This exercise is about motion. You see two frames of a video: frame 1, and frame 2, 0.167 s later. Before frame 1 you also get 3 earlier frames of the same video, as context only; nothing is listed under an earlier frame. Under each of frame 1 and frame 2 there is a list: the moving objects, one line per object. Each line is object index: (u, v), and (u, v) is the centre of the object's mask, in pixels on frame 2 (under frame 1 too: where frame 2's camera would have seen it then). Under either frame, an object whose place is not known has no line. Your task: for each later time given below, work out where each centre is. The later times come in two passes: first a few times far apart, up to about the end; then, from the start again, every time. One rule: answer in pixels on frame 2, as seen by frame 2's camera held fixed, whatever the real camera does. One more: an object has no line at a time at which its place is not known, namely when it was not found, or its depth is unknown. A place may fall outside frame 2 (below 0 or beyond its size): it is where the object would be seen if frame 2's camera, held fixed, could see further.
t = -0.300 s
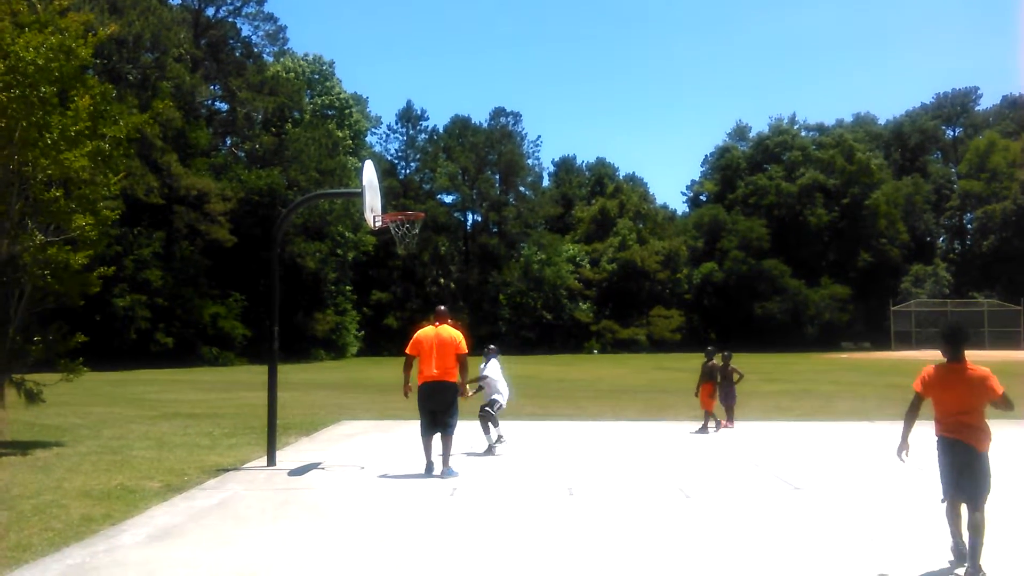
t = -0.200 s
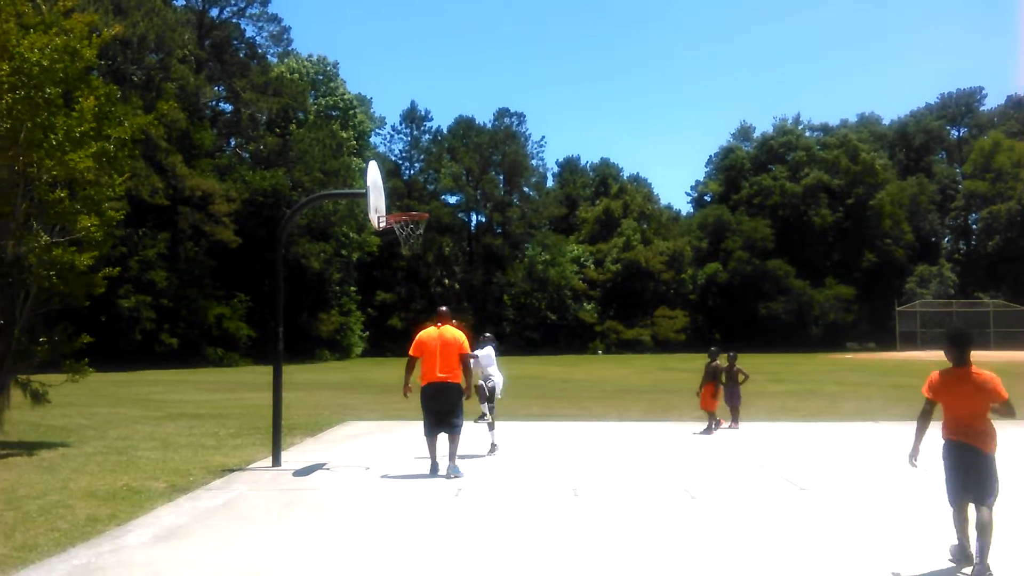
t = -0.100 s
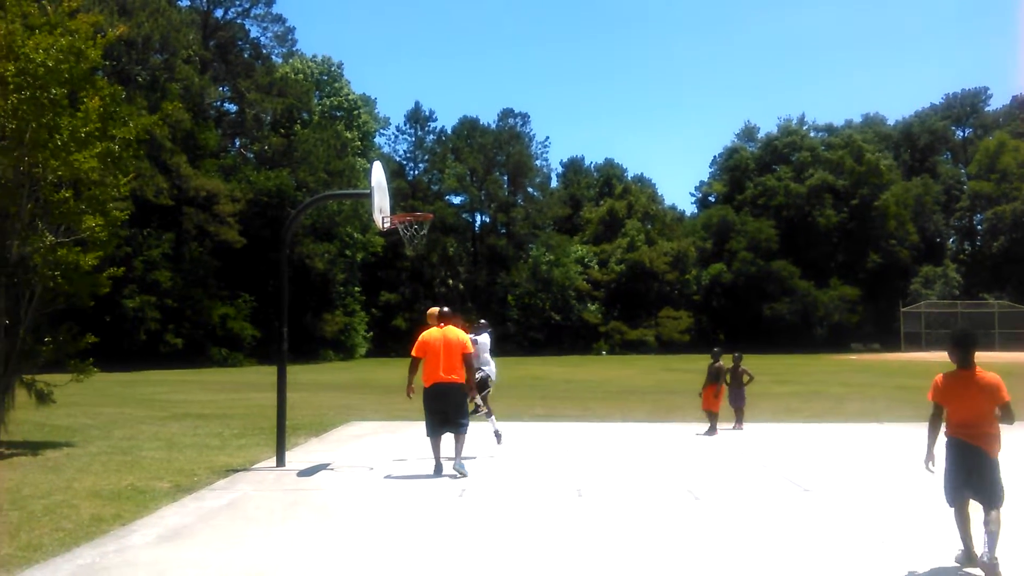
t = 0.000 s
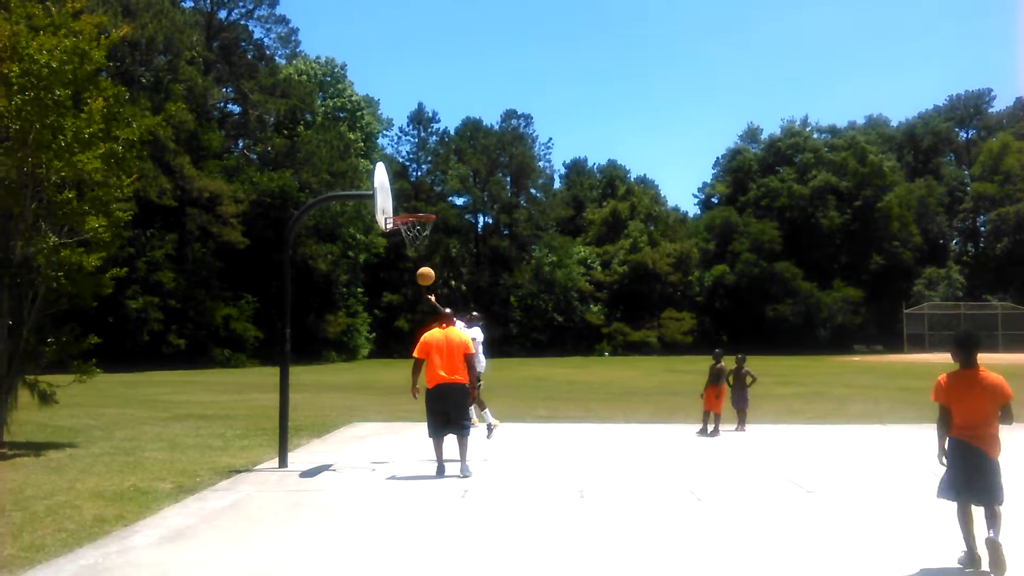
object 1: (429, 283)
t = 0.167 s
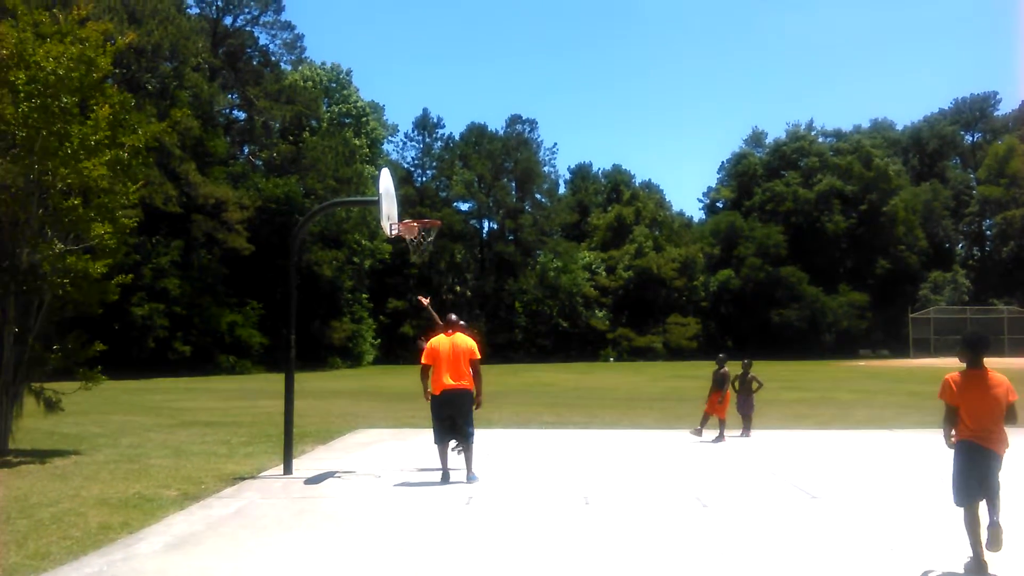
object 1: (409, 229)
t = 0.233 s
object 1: (407, 214)
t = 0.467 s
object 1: (426, 207)
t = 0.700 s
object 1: (425, 211)
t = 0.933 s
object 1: (419, 226)
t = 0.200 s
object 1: (404, 221)
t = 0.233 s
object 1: (407, 214)
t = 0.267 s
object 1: (410, 212)
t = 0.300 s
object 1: (412, 209)
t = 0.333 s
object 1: (415, 207)
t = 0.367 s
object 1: (418, 206)
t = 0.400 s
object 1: (420, 205)
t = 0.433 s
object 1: (423, 206)
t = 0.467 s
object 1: (426, 207)
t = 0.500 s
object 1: (429, 209)
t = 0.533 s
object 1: (431, 211)
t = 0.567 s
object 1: (434, 214)
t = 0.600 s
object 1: (432, 213)
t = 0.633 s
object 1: (429, 212)
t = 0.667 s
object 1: (427, 211)
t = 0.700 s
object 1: (425, 211)
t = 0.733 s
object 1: (422, 212)
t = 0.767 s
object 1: (419, 214)
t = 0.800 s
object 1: (416, 216)
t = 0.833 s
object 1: (413, 221)
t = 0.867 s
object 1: (414, 222)
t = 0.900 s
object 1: (417, 224)
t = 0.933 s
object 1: (419, 226)
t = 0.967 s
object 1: (422, 230)
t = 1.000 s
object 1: (424, 234)
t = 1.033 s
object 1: (425, 237)
